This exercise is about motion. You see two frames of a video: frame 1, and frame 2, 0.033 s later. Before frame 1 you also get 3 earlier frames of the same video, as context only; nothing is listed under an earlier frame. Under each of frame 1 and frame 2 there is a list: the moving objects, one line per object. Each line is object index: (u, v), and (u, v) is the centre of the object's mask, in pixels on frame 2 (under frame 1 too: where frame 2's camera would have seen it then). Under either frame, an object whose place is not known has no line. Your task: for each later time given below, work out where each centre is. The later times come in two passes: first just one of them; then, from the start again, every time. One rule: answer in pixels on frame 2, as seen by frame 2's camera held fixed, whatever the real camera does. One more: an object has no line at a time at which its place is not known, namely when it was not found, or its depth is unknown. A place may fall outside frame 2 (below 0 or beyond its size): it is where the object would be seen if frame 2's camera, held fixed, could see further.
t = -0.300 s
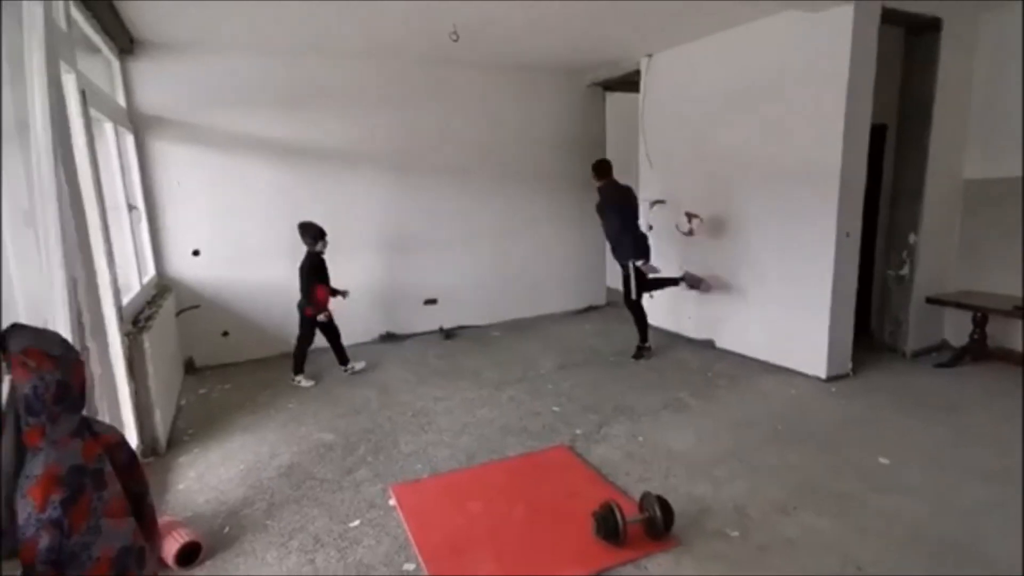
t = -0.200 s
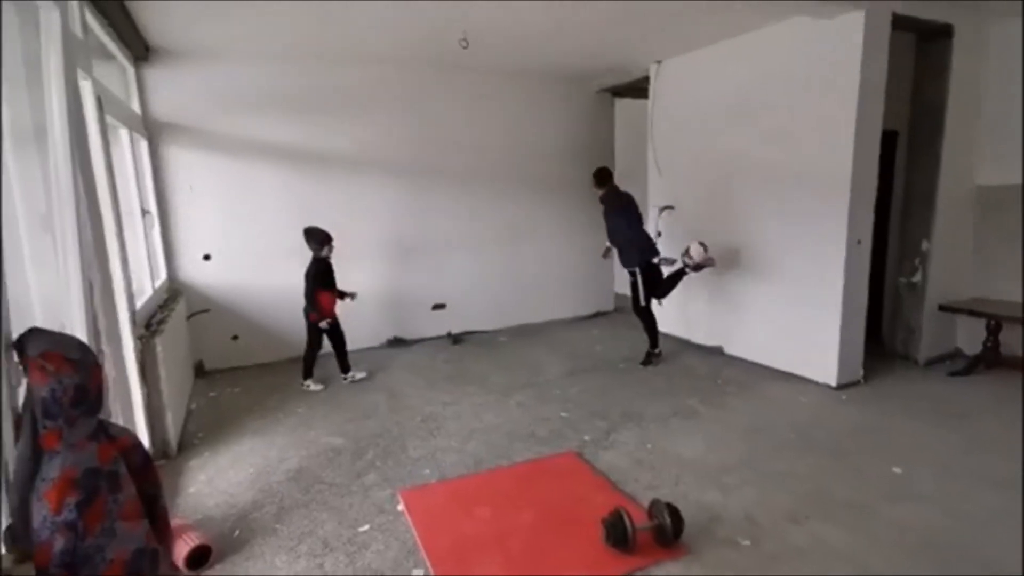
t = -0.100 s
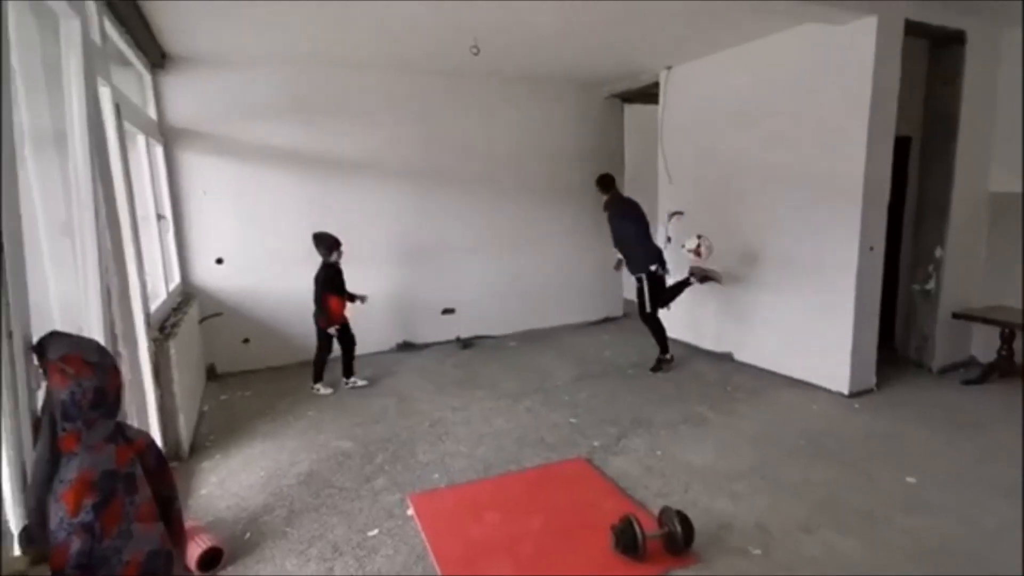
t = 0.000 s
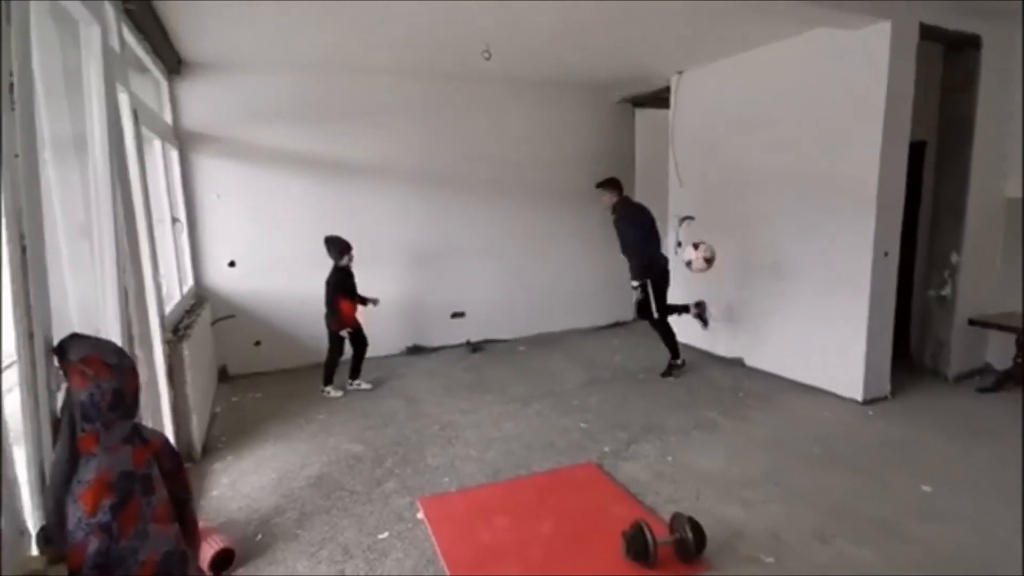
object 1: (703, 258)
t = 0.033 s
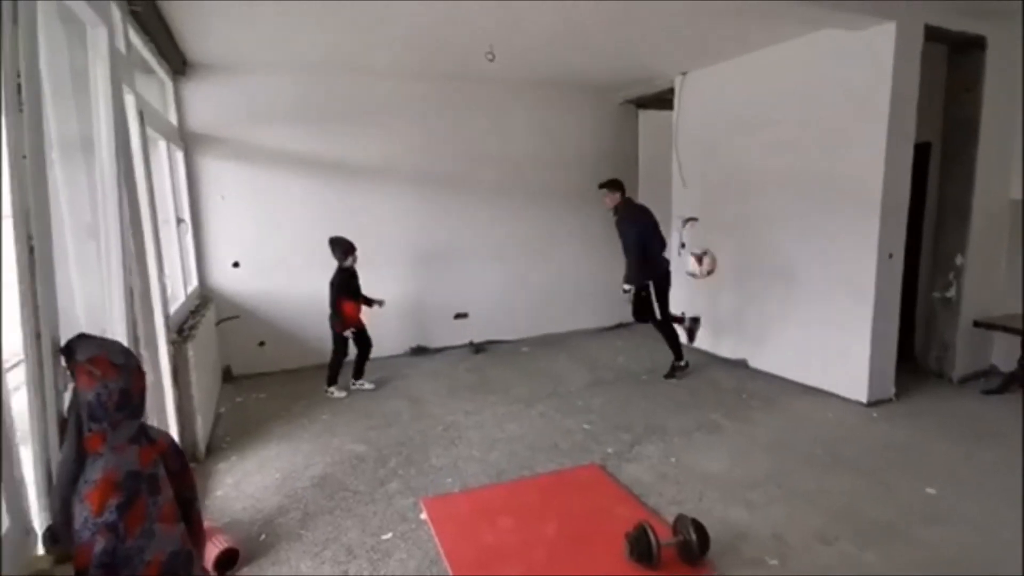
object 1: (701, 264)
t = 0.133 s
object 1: (693, 290)
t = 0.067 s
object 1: (696, 268)
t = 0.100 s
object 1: (694, 277)
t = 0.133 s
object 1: (693, 290)
